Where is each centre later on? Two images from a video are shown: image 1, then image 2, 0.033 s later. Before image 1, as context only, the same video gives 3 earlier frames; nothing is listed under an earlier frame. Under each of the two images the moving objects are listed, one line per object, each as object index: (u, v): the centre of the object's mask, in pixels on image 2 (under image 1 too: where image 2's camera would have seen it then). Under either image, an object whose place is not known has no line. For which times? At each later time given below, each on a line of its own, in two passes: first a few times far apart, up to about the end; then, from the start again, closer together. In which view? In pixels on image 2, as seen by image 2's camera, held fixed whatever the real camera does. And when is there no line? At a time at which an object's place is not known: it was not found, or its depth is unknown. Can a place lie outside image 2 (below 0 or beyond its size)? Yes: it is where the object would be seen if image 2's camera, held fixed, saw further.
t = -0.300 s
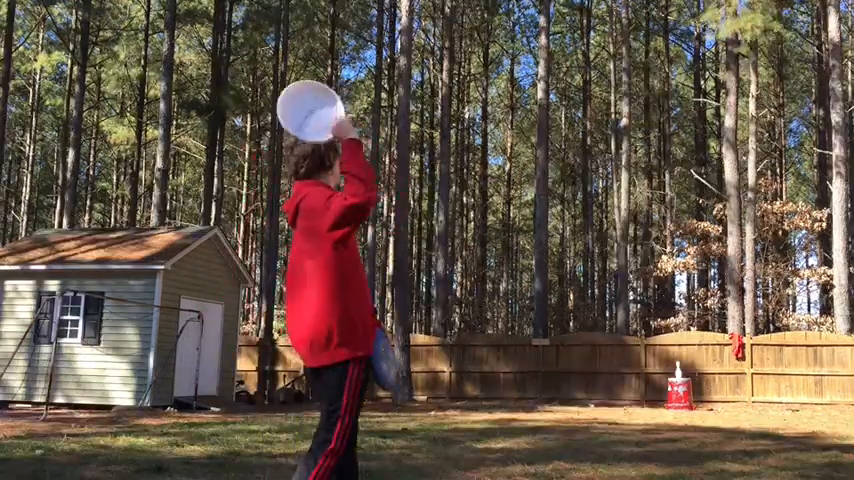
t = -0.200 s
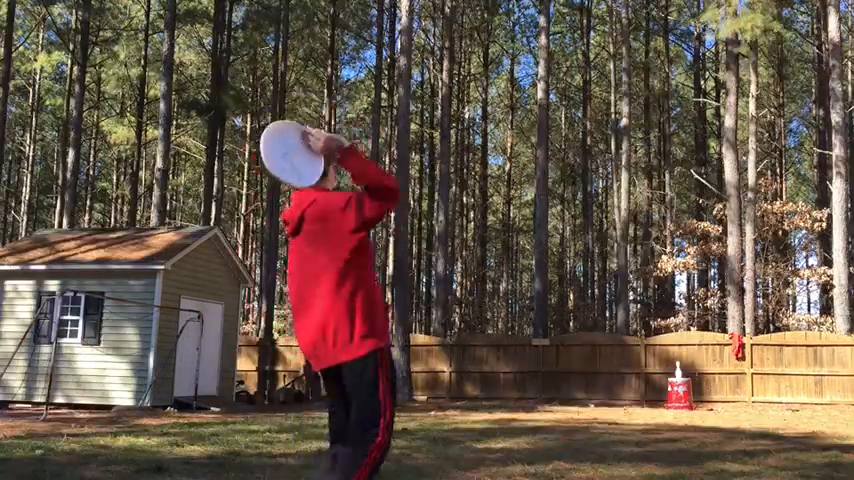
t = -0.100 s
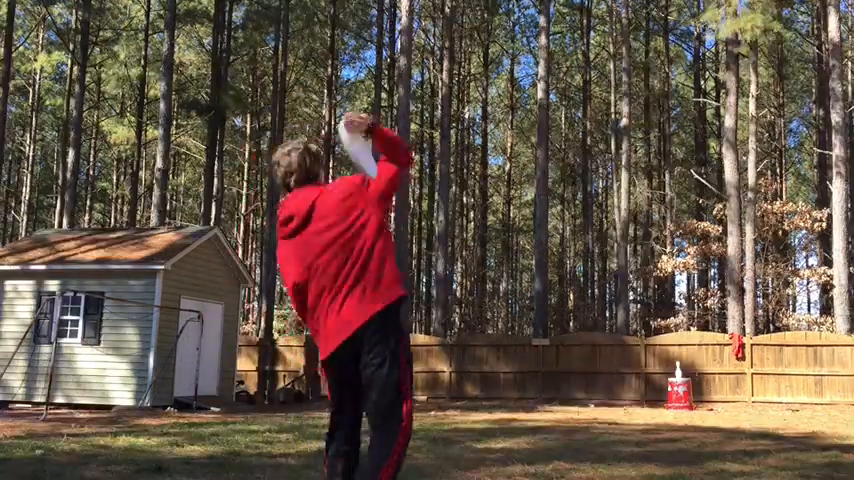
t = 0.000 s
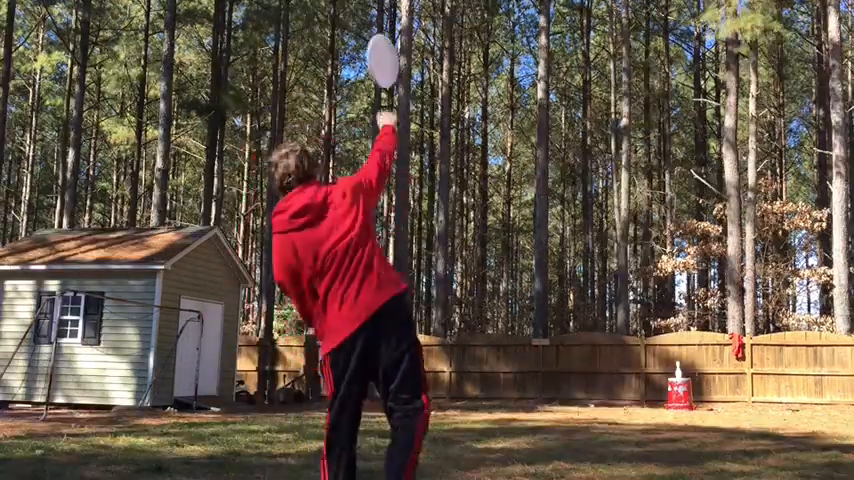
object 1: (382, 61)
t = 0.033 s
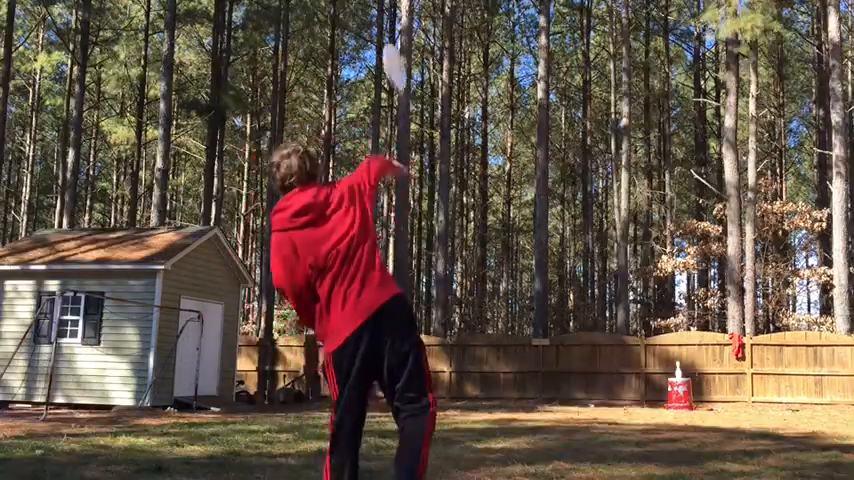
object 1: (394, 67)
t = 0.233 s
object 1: (458, 105)
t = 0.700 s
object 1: (555, 199)
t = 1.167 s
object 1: (630, 309)
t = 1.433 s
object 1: (670, 369)
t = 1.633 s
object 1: (651, 370)
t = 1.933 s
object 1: (617, 392)
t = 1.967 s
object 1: (614, 396)
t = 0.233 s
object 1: (458, 105)
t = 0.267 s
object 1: (467, 111)
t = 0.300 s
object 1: (474, 118)
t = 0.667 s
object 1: (551, 193)
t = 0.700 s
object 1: (555, 199)
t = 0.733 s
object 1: (562, 208)
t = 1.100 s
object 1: (620, 293)
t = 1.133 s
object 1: (624, 301)
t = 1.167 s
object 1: (630, 309)
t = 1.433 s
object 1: (670, 369)
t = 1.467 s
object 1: (670, 373)
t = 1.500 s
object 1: (667, 373)
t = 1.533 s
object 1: (663, 371)
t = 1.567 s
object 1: (659, 371)
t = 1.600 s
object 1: (655, 370)
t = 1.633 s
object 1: (651, 370)
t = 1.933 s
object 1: (617, 392)
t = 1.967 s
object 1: (614, 396)
